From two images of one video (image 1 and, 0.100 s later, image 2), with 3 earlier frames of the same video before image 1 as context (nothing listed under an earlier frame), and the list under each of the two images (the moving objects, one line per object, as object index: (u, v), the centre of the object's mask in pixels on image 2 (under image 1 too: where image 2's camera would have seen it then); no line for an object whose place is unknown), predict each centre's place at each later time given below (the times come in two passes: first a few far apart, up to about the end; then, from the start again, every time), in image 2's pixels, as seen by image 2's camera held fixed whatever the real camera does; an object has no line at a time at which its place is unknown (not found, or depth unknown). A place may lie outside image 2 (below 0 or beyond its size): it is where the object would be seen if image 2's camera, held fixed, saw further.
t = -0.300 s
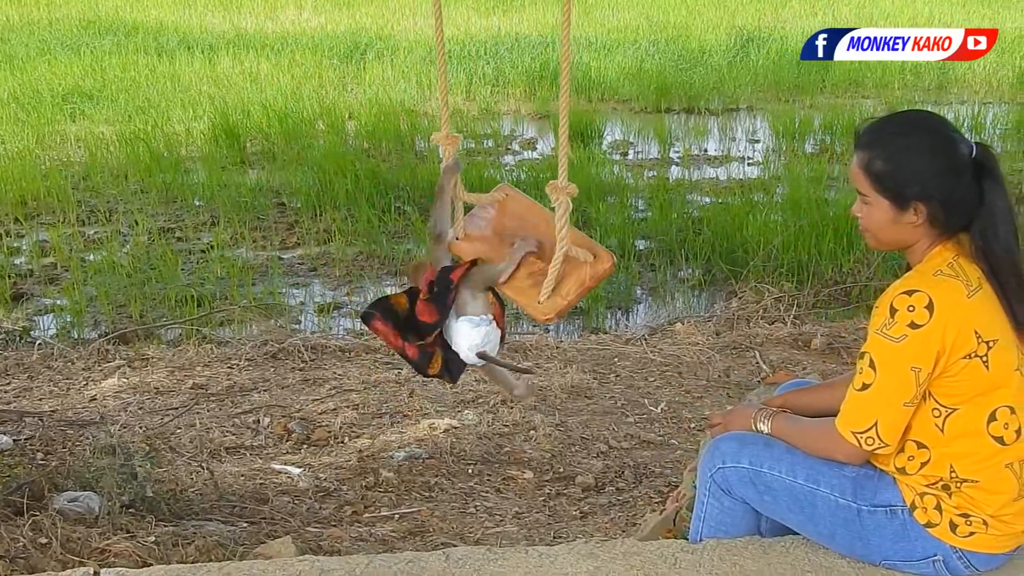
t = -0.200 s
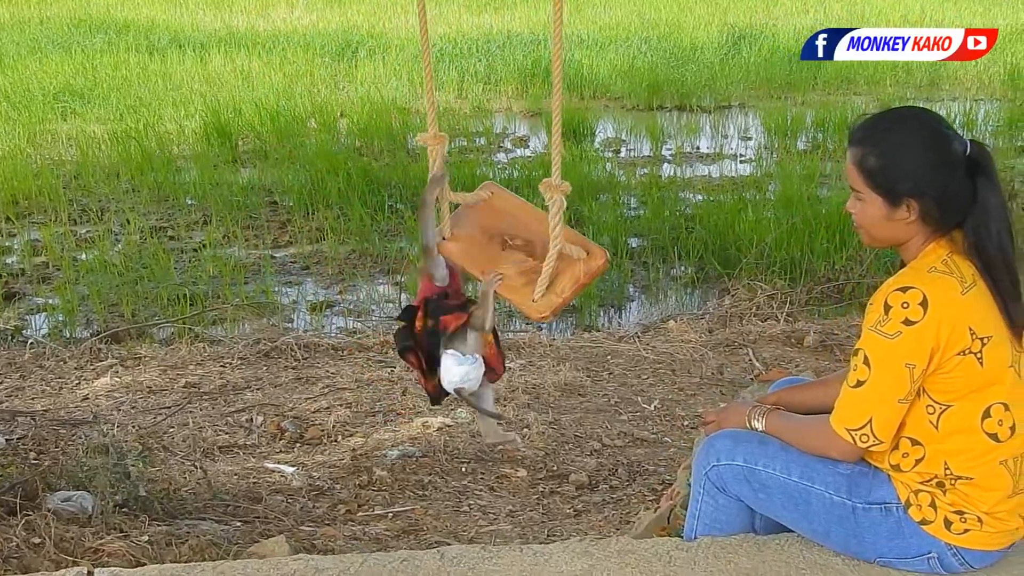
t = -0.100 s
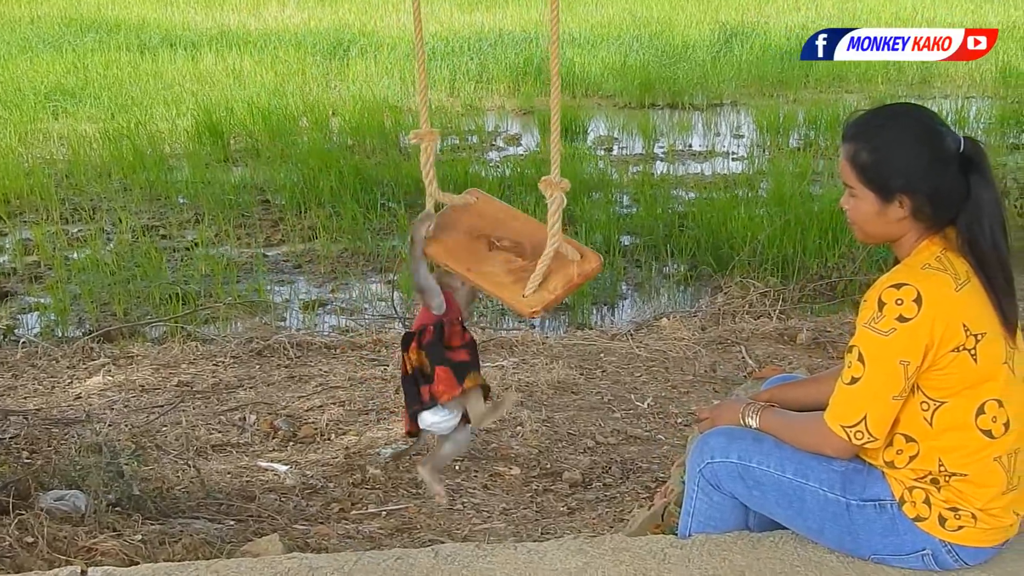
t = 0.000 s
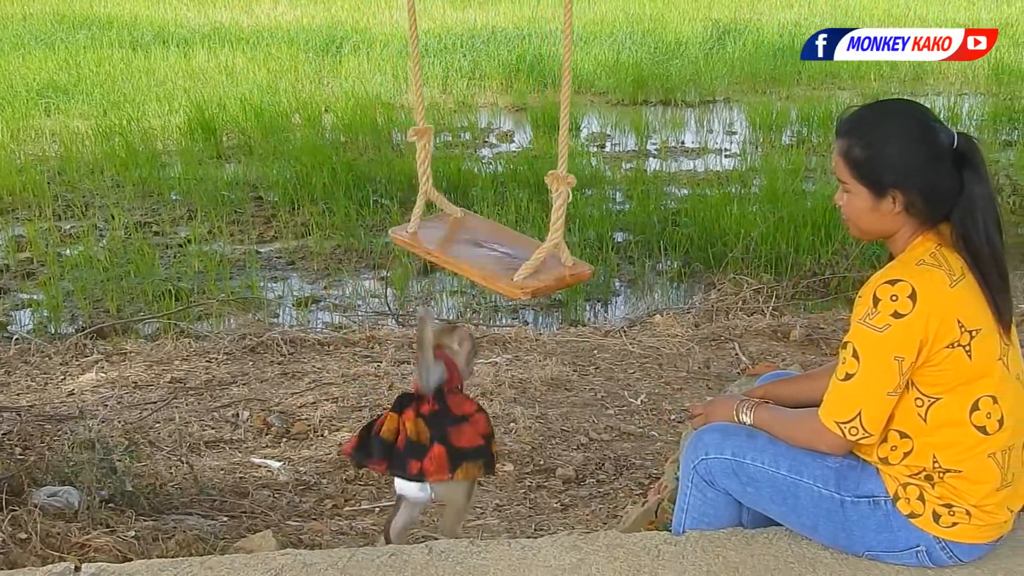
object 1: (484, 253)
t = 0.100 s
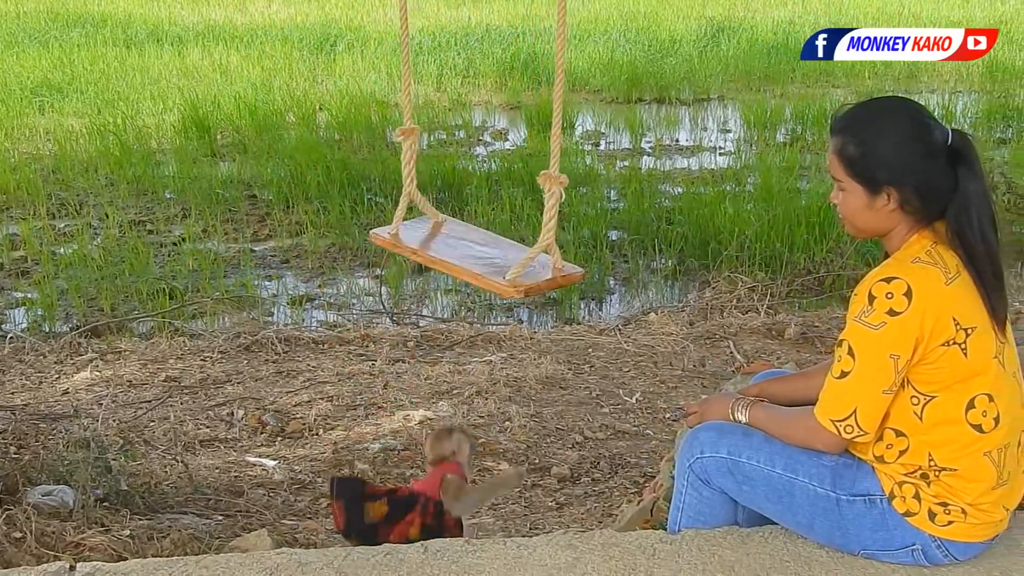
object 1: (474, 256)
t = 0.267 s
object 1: (458, 263)
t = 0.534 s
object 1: (423, 273)
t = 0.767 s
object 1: (397, 281)
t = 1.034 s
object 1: (378, 285)
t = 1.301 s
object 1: (379, 287)
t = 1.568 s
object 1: (398, 282)
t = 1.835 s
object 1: (427, 274)
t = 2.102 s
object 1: (456, 265)
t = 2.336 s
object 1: (473, 259)
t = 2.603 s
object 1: (480, 255)
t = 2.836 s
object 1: (474, 257)
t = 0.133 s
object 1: (472, 258)
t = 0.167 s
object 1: (468, 260)
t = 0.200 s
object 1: (465, 261)
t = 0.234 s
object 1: (462, 262)
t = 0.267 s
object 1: (458, 263)
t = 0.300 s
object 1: (454, 264)
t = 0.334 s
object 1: (450, 266)
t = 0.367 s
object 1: (446, 267)
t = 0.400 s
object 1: (442, 268)
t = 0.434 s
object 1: (437, 270)
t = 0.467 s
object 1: (432, 271)
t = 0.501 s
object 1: (427, 272)
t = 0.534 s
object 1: (423, 273)
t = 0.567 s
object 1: (418, 274)
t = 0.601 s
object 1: (414, 275)
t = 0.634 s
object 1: (410, 276)
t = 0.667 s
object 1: (407, 278)
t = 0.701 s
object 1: (403, 279)
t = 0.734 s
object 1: (400, 280)
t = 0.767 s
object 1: (397, 281)
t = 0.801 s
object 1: (394, 281)
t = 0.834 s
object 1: (391, 282)
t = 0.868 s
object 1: (388, 283)
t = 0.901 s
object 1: (385, 284)
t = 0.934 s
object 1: (382, 284)
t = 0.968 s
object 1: (380, 285)
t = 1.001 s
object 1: (379, 285)
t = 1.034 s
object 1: (378, 285)
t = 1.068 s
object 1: (377, 286)
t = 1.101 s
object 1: (376, 287)
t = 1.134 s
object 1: (376, 287)
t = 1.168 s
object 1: (376, 287)
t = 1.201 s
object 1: (376, 287)
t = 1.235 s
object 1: (377, 287)
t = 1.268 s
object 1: (378, 287)
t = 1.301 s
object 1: (379, 287)
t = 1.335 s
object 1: (381, 287)
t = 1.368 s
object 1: (382, 286)
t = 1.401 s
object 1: (384, 286)
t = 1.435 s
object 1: (386, 285)
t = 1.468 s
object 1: (389, 285)
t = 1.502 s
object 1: (391, 284)
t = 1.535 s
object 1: (394, 283)
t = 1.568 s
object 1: (398, 282)
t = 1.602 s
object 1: (402, 281)
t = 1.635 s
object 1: (406, 281)
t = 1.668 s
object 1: (409, 280)
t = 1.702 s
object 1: (413, 278)
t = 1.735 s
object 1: (417, 277)
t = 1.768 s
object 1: (420, 276)
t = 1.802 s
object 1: (424, 275)
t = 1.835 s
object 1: (427, 274)
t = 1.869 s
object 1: (431, 273)
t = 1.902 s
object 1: (435, 272)
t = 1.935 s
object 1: (439, 271)
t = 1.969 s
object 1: (442, 269)
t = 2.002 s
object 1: (446, 268)
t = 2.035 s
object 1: (449, 267)
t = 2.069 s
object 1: (453, 266)
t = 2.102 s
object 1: (456, 265)
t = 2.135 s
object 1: (459, 264)
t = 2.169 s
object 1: (462, 263)
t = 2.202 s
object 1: (465, 262)
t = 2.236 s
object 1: (467, 261)
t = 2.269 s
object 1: (469, 260)
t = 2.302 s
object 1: (471, 259)
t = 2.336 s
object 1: (473, 259)
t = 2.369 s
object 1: (474, 258)
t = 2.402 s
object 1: (476, 257)
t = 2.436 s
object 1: (477, 257)
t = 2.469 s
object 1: (478, 256)
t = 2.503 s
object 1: (478, 256)
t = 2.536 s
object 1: (479, 256)
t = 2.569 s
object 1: (480, 256)
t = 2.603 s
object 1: (480, 255)
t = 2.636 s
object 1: (480, 255)
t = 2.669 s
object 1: (479, 255)
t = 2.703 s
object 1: (479, 256)
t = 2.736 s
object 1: (478, 256)
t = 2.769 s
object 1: (477, 256)
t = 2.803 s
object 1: (475, 256)
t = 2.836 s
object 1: (474, 257)
